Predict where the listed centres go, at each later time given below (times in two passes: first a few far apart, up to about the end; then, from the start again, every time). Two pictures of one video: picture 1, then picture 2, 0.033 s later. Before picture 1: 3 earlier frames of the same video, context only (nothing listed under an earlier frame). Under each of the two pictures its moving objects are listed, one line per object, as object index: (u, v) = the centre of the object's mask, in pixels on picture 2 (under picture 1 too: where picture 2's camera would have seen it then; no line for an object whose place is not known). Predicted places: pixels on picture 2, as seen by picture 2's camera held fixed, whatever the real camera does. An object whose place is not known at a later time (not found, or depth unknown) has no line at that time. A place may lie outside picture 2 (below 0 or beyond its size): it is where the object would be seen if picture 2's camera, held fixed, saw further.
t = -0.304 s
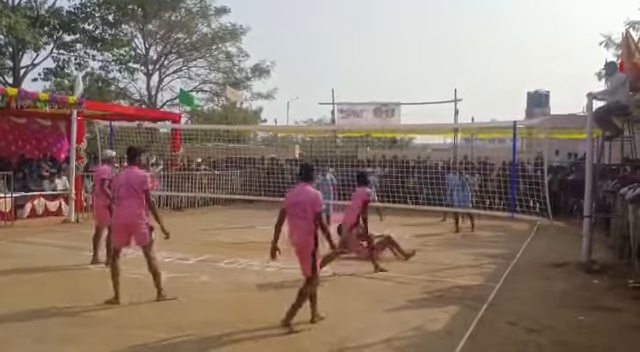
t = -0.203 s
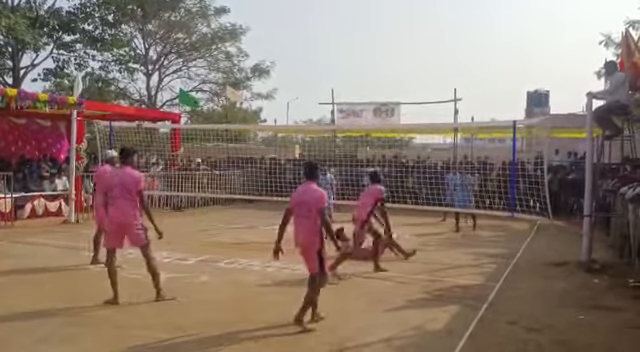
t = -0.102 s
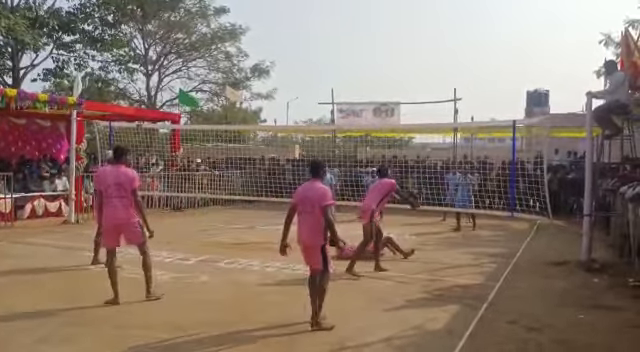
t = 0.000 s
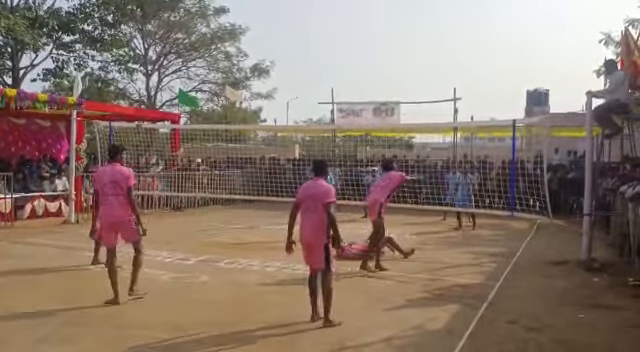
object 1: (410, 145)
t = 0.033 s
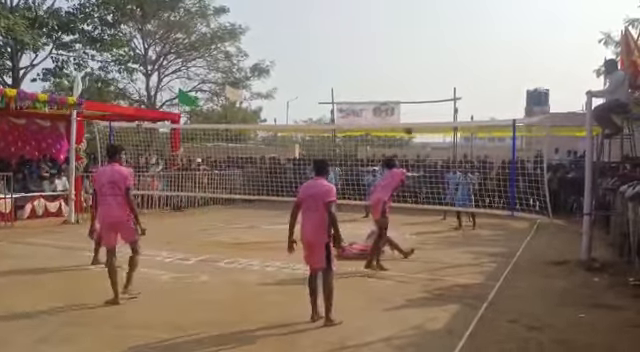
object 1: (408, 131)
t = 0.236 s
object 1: (403, 57)
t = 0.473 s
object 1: (396, 12)
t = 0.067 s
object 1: (407, 116)
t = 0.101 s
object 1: (407, 102)
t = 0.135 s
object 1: (406, 90)
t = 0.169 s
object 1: (406, 78)
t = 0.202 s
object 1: (404, 67)
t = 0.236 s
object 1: (403, 57)
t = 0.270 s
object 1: (402, 48)
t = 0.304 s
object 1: (401, 41)
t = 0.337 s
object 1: (400, 34)
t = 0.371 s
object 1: (399, 28)
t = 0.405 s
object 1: (398, 22)
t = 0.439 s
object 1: (397, 17)
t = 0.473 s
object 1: (396, 12)
